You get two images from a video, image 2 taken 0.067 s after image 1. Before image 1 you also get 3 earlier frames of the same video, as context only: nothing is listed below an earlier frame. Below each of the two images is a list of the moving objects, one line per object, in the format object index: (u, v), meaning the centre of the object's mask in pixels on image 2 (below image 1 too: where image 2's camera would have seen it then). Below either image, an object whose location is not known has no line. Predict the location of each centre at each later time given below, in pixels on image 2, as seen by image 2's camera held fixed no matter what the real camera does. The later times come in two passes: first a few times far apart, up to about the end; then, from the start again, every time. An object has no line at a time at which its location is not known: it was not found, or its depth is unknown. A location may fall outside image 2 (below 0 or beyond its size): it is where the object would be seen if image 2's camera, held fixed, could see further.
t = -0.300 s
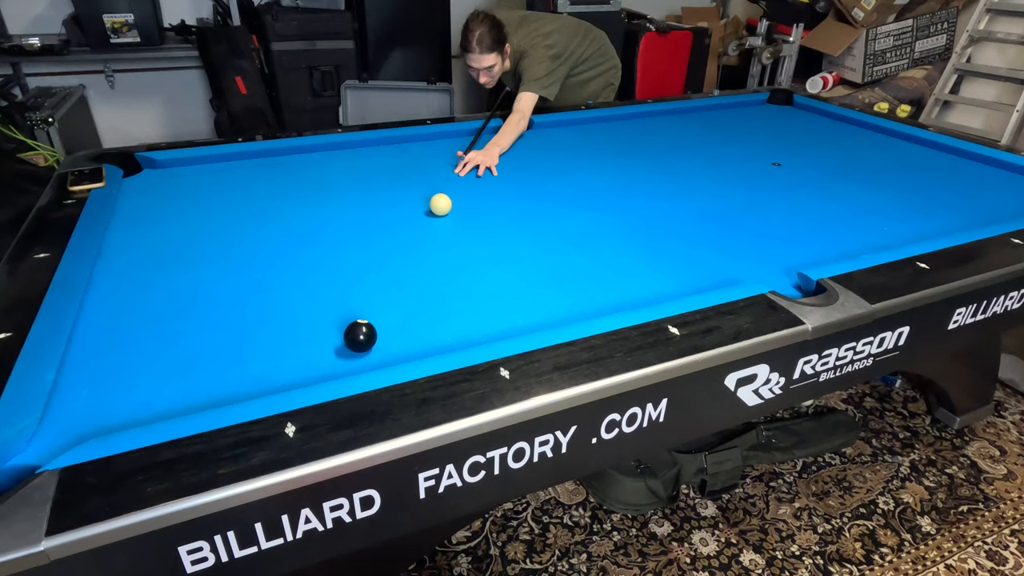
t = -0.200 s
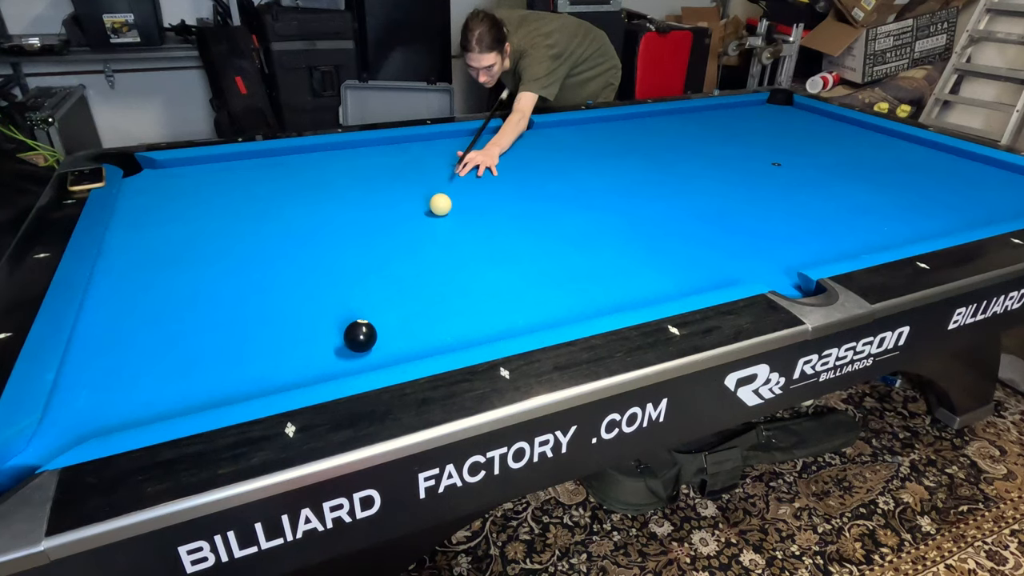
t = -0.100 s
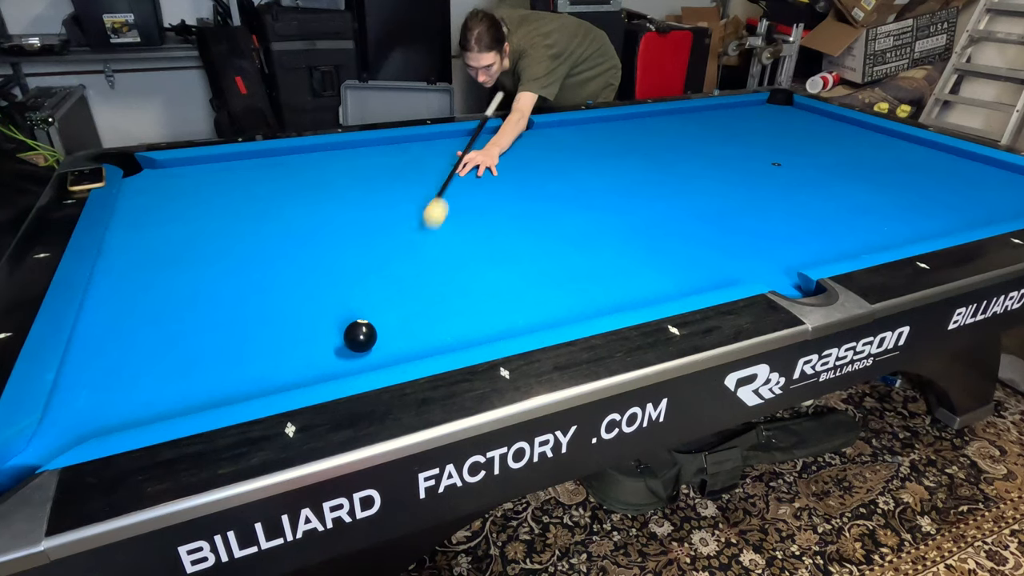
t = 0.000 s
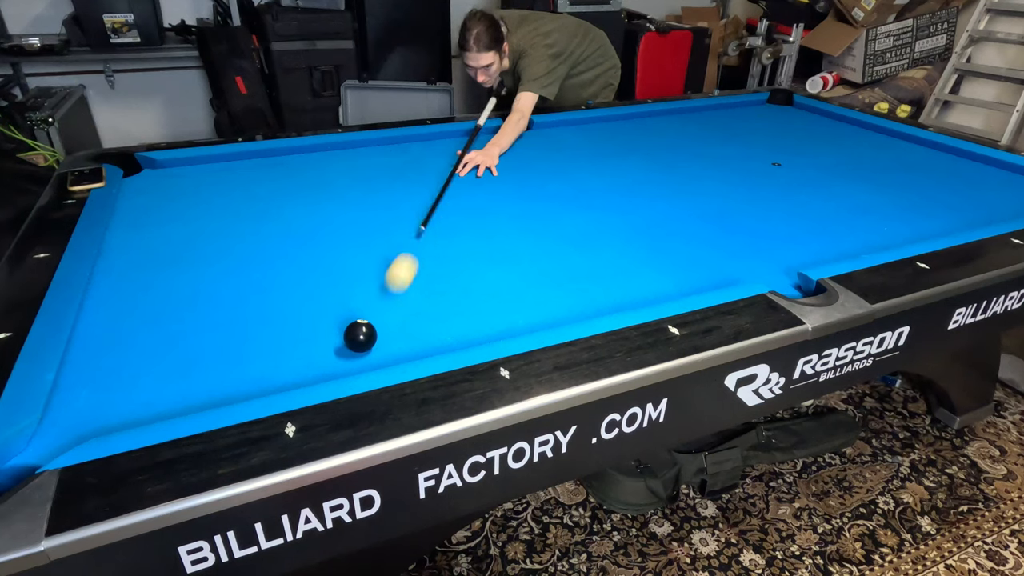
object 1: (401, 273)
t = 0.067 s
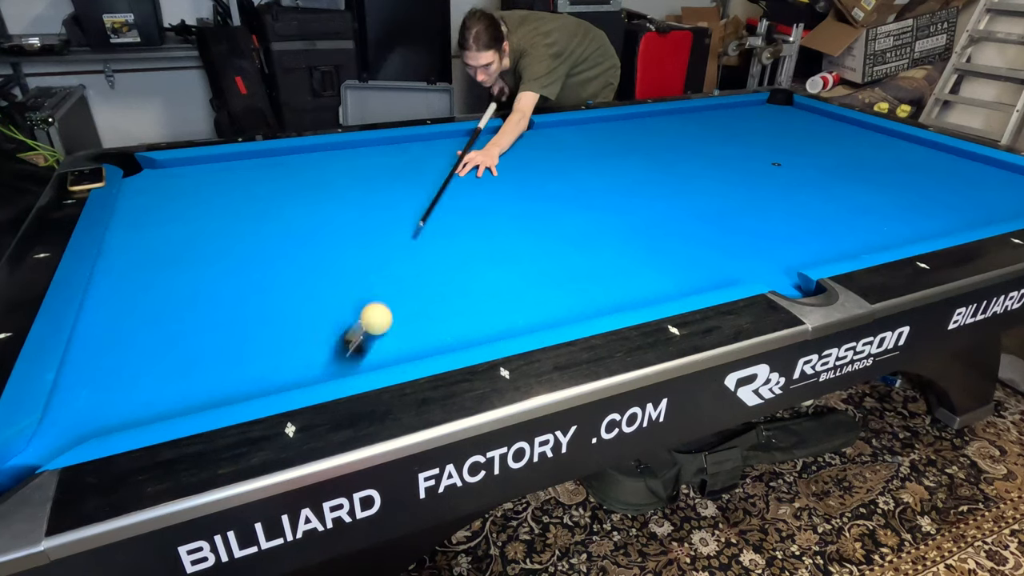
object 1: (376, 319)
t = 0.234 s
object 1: (387, 340)
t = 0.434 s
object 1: (337, 357)
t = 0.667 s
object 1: (242, 350)
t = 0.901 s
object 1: (153, 343)
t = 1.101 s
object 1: (92, 335)
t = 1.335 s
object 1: (149, 297)
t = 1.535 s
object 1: (187, 272)
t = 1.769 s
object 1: (224, 248)
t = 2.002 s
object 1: (254, 228)
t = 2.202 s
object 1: (276, 213)
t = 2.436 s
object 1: (297, 199)
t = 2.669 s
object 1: (315, 187)
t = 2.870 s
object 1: (328, 179)
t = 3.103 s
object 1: (340, 170)
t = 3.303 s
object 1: (349, 163)
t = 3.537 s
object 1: (359, 157)
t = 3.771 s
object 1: (367, 151)
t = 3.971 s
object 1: (372, 147)
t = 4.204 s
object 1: (378, 143)
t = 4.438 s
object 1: (383, 142)
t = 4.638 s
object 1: (387, 143)
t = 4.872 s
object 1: (391, 144)
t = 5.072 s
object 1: (394, 145)
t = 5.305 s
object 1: (395, 145)
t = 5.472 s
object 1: (395, 146)
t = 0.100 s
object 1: (379, 321)
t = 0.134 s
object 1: (383, 324)
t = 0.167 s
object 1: (385, 328)
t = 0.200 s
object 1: (386, 334)
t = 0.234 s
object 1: (387, 340)
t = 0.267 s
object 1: (386, 348)
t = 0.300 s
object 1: (385, 354)
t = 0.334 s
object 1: (380, 358)
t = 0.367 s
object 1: (365, 358)
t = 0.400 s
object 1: (351, 358)
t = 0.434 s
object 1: (337, 357)
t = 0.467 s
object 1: (323, 356)
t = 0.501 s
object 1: (310, 355)
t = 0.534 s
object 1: (295, 354)
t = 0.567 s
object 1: (282, 353)
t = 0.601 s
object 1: (269, 352)
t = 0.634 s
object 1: (255, 351)
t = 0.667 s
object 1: (242, 350)
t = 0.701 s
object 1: (229, 349)
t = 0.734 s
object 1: (216, 348)
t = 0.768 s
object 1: (203, 347)
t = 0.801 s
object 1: (190, 346)
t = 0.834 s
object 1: (178, 345)
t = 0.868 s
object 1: (165, 344)
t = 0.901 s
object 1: (153, 343)
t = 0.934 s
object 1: (140, 342)
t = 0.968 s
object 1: (128, 341)
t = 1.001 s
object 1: (115, 340)
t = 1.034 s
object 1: (103, 339)
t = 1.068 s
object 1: (91, 339)
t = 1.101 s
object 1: (92, 335)
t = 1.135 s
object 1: (102, 328)
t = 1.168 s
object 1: (111, 323)
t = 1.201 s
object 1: (119, 317)
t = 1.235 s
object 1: (127, 312)
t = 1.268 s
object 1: (134, 307)
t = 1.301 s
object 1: (142, 302)
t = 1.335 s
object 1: (149, 297)
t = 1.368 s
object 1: (156, 293)
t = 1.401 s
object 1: (162, 288)
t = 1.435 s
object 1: (169, 284)
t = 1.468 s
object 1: (175, 280)
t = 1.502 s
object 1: (181, 276)
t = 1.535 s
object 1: (187, 272)
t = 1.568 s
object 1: (193, 268)
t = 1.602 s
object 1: (199, 264)
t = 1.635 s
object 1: (204, 261)
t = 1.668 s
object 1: (209, 257)
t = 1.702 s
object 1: (214, 254)
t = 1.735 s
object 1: (219, 251)
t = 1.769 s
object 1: (224, 248)
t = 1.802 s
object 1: (229, 245)
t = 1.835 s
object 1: (233, 242)
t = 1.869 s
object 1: (237, 239)
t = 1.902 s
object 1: (242, 236)
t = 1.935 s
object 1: (246, 233)
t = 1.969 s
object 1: (250, 230)
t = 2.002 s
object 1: (254, 228)
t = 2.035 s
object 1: (258, 225)
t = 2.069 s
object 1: (262, 223)
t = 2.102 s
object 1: (265, 220)
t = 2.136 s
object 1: (269, 218)
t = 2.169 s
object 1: (272, 216)
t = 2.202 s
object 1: (276, 213)
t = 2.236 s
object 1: (279, 211)
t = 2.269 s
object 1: (282, 209)
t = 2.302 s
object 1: (285, 207)
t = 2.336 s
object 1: (289, 205)
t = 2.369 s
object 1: (292, 203)
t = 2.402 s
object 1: (295, 201)
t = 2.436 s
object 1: (297, 199)
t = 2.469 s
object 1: (300, 198)
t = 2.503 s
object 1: (303, 196)
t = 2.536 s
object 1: (305, 194)
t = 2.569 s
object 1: (308, 192)
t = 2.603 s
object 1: (310, 191)
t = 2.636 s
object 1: (313, 189)
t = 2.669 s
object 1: (315, 187)
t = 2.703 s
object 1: (317, 186)
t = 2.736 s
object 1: (320, 184)
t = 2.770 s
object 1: (322, 183)
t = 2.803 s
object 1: (324, 181)
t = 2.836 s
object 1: (326, 180)
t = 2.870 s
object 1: (328, 179)
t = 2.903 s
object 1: (330, 177)
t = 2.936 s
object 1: (331, 176)
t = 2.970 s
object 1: (333, 175)
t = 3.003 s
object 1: (335, 174)
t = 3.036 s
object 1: (337, 172)
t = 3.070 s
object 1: (339, 171)
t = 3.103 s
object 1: (340, 170)
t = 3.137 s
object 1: (342, 169)
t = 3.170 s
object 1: (344, 168)
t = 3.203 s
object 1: (345, 167)
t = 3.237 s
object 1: (346, 166)
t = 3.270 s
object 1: (348, 164)
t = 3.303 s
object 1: (349, 163)
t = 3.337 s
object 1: (351, 162)
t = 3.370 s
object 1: (352, 161)
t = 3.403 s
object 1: (354, 161)
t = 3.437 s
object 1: (355, 159)
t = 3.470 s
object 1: (356, 159)
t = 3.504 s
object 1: (358, 158)
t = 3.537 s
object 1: (359, 157)
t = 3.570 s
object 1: (360, 156)
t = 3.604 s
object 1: (361, 155)
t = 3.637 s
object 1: (362, 154)
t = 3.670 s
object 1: (363, 153)
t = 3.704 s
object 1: (364, 153)
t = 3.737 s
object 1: (366, 152)
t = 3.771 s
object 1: (367, 151)
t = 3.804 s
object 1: (368, 150)
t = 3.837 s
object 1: (369, 150)
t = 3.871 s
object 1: (370, 149)
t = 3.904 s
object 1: (370, 148)
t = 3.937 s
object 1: (371, 148)
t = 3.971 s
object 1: (372, 147)
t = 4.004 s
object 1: (373, 146)
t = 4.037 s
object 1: (374, 146)
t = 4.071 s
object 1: (375, 145)
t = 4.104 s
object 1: (376, 145)
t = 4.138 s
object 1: (376, 144)
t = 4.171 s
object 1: (377, 143)
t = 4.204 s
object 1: (378, 143)
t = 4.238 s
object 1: (379, 142)
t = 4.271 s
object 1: (379, 142)
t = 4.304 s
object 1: (380, 142)
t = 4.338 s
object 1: (381, 142)
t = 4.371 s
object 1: (382, 142)
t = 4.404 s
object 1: (383, 142)
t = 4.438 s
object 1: (383, 142)
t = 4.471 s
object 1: (384, 142)
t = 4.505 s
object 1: (385, 142)
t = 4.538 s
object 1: (386, 143)
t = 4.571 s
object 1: (386, 143)
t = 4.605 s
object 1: (387, 143)
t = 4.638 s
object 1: (387, 143)
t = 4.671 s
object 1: (388, 143)
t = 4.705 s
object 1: (389, 143)
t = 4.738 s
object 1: (389, 144)
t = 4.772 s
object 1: (390, 144)
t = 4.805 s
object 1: (390, 144)
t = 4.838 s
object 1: (391, 144)
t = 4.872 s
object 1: (391, 144)
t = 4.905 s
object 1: (392, 144)
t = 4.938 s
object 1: (392, 144)
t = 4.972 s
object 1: (393, 144)
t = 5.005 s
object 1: (393, 144)
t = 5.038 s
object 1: (393, 145)
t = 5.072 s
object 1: (394, 145)
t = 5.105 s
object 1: (394, 145)
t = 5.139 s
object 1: (394, 145)
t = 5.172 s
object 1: (394, 145)
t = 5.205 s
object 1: (395, 145)
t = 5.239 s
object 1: (395, 145)
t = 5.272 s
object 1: (395, 145)
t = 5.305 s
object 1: (395, 145)
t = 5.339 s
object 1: (395, 145)
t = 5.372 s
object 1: (395, 145)
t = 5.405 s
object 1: (395, 145)
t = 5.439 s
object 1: (395, 146)
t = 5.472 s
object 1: (395, 146)
